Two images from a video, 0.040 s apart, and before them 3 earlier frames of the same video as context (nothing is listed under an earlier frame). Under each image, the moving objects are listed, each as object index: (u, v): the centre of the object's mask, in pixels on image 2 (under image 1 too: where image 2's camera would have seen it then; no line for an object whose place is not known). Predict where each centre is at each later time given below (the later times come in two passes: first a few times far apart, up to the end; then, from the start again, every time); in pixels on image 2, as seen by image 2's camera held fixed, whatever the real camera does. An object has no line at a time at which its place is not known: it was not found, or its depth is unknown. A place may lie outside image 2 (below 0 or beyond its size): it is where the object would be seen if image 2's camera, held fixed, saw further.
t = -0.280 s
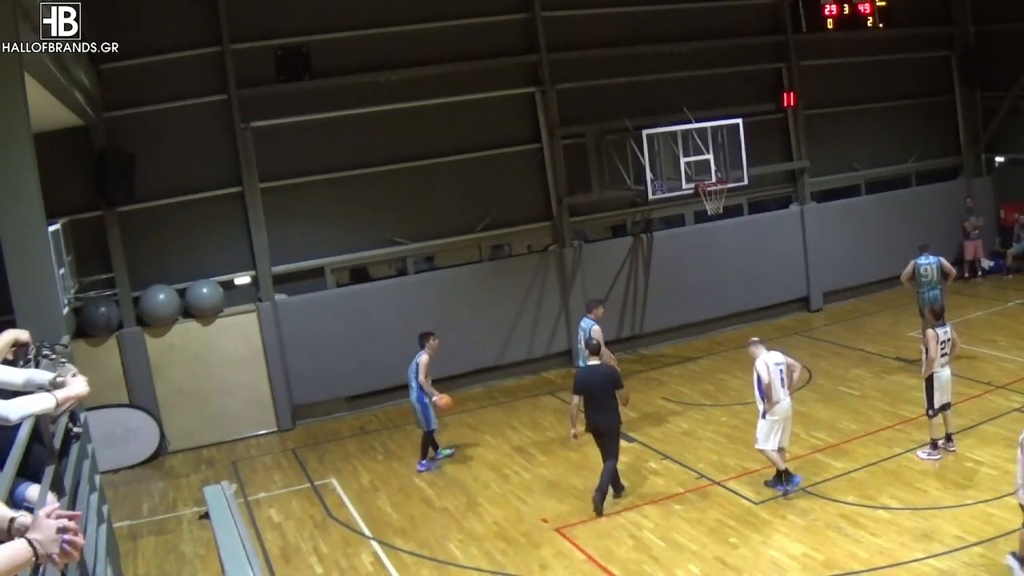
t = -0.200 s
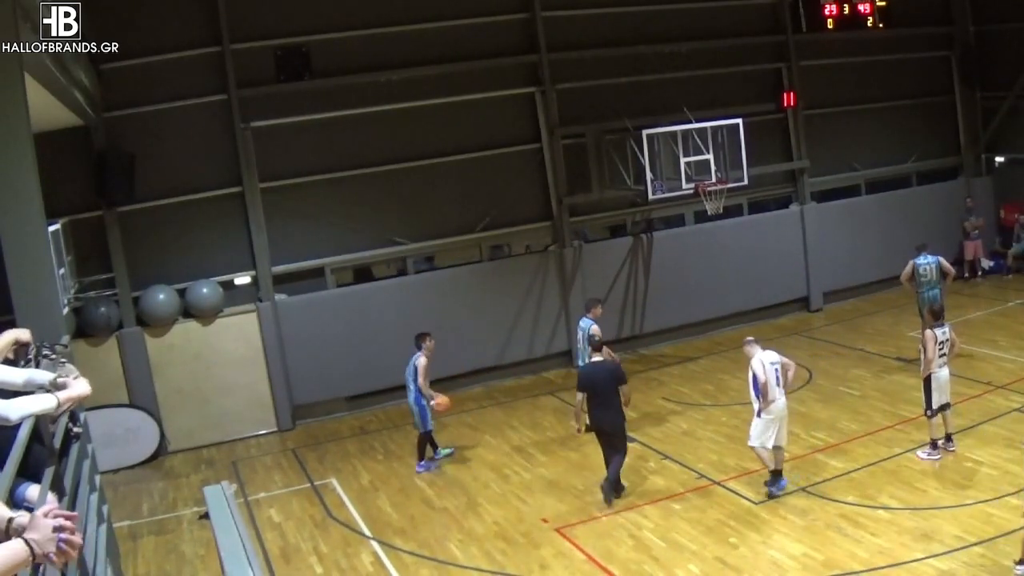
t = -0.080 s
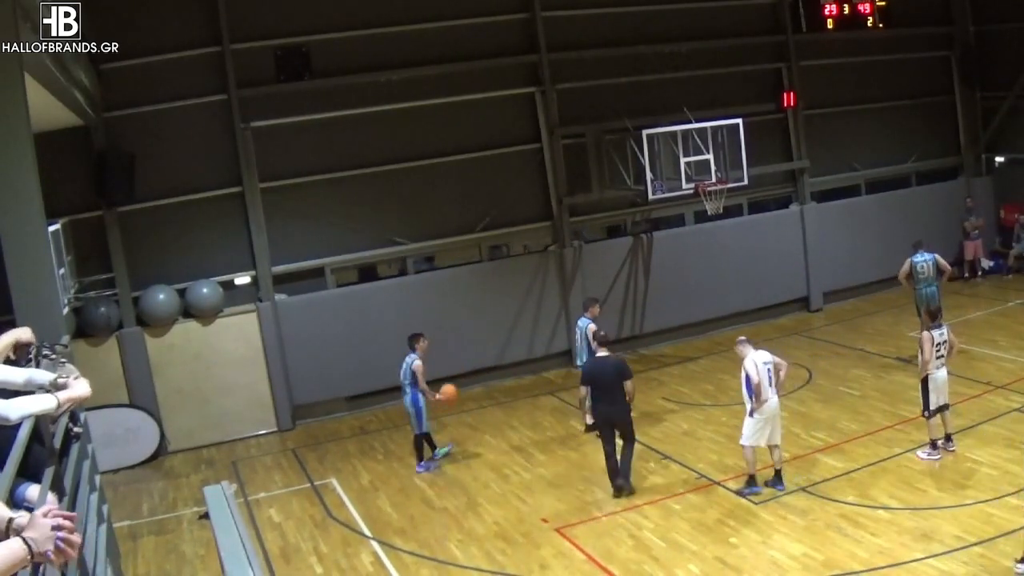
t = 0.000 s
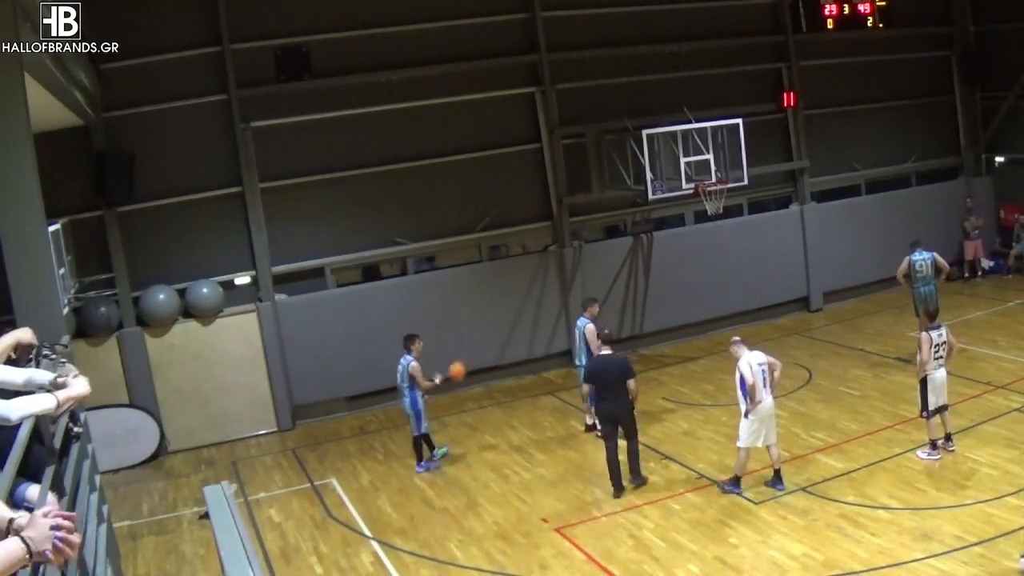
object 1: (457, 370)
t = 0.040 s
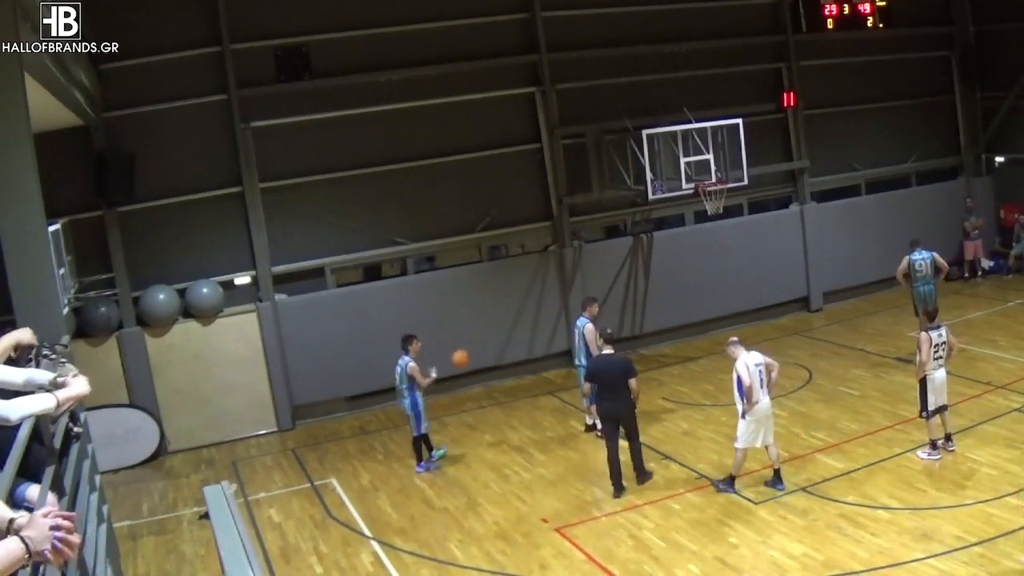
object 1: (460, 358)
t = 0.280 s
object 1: (487, 313)
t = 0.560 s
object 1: (522, 311)
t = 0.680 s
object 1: (538, 325)
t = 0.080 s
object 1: (464, 348)
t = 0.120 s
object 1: (468, 338)
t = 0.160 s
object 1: (473, 330)
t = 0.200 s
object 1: (477, 323)
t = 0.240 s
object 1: (482, 318)
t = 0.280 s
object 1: (487, 313)
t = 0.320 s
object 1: (491, 309)
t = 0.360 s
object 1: (496, 307)
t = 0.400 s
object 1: (501, 305)
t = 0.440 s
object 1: (506, 305)
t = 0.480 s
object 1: (511, 306)
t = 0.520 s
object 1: (517, 308)
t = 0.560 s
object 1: (522, 311)
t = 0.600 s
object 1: (527, 314)
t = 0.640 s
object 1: (533, 319)
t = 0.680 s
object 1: (538, 325)
